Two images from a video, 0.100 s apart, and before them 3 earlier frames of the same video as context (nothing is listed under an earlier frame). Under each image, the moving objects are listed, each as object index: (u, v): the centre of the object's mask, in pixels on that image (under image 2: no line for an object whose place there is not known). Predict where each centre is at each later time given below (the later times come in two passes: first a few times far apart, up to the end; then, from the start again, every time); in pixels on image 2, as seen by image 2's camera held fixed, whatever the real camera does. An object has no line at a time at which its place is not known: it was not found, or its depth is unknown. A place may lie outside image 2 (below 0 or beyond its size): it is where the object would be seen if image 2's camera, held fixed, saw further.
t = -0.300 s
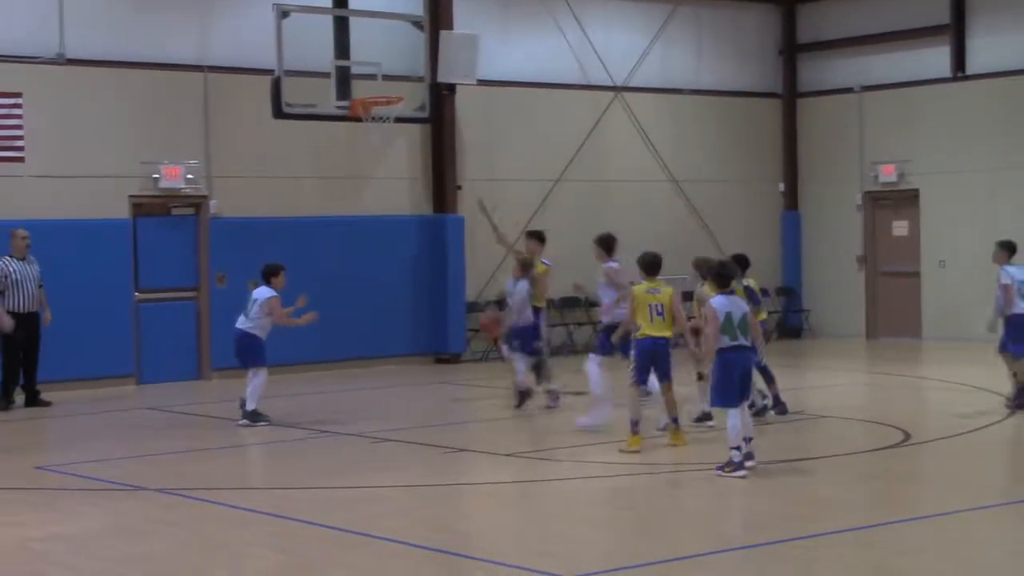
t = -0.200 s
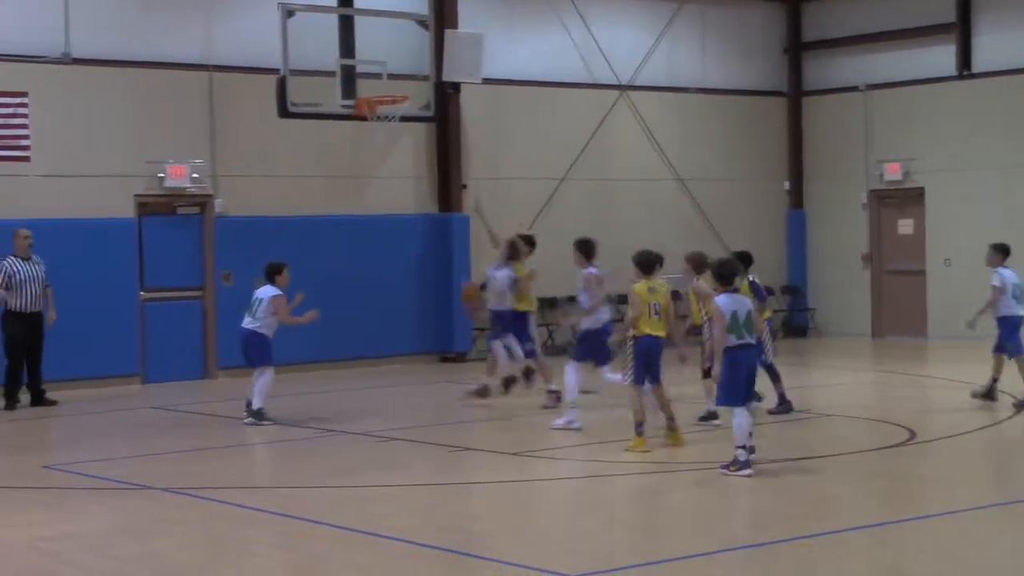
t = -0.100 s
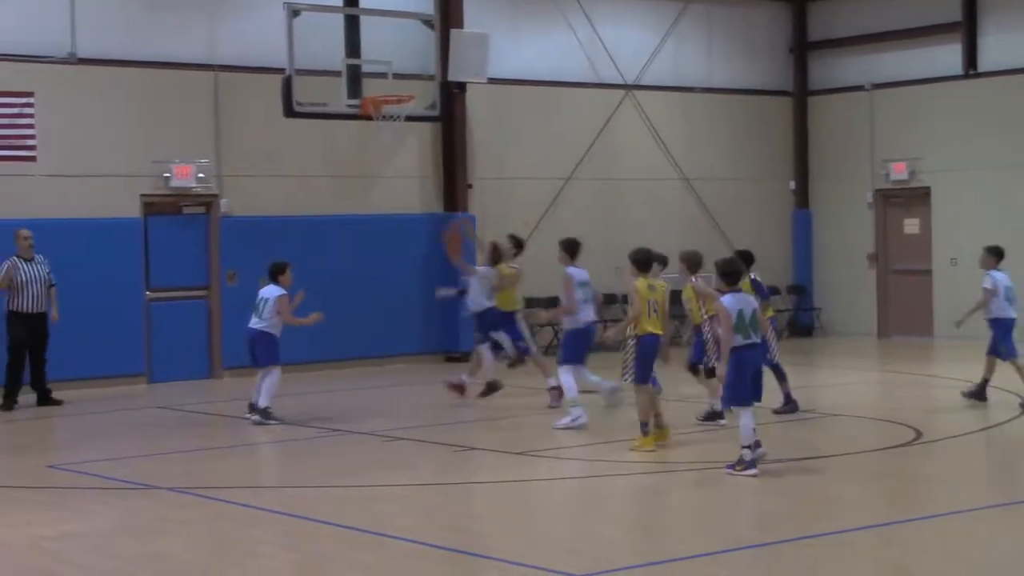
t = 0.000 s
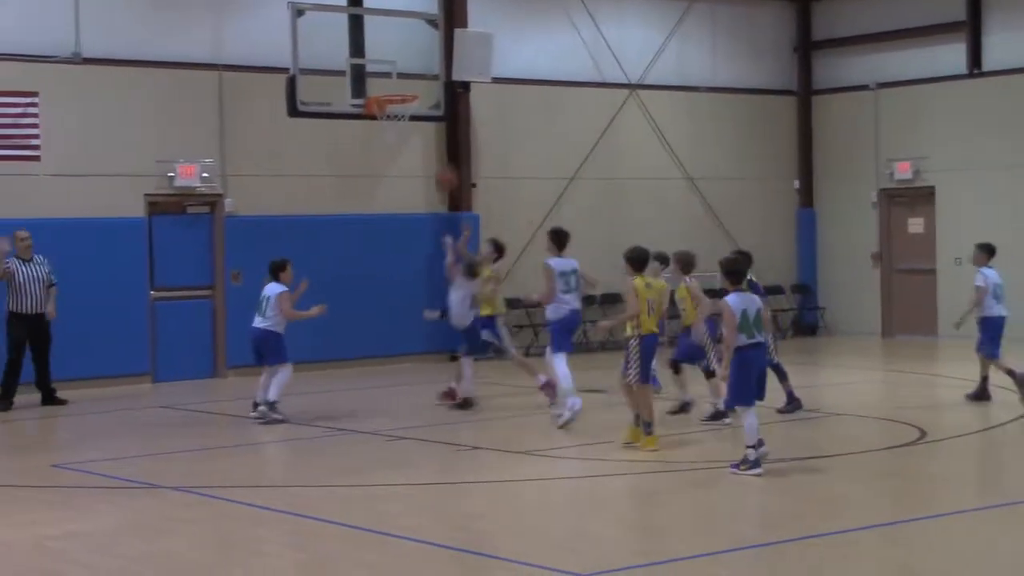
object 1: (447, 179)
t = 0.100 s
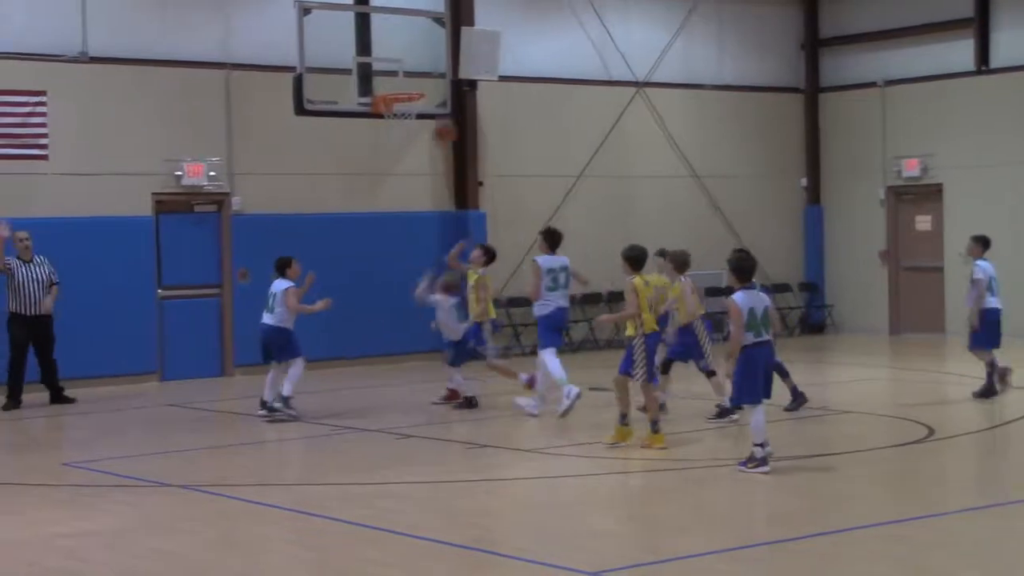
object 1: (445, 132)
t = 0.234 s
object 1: (431, 87)
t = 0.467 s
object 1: (412, 51)
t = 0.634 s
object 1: (399, 60)
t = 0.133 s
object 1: (444, 121)
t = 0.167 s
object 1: (439, 107)
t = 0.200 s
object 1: (436, 96)
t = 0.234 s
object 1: (431, 87)
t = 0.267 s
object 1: (428, 77)
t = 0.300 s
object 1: (426, 70)
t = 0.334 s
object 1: (423, 65)
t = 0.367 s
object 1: (420, 59)
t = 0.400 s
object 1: (417, 55)
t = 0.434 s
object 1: (415, 53)
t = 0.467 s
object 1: (412, 51)
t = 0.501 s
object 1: (409, 51)
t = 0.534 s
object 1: (407, 51)
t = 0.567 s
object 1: (404, 54)
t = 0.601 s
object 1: (401, 56)
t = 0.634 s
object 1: (399, 60)
